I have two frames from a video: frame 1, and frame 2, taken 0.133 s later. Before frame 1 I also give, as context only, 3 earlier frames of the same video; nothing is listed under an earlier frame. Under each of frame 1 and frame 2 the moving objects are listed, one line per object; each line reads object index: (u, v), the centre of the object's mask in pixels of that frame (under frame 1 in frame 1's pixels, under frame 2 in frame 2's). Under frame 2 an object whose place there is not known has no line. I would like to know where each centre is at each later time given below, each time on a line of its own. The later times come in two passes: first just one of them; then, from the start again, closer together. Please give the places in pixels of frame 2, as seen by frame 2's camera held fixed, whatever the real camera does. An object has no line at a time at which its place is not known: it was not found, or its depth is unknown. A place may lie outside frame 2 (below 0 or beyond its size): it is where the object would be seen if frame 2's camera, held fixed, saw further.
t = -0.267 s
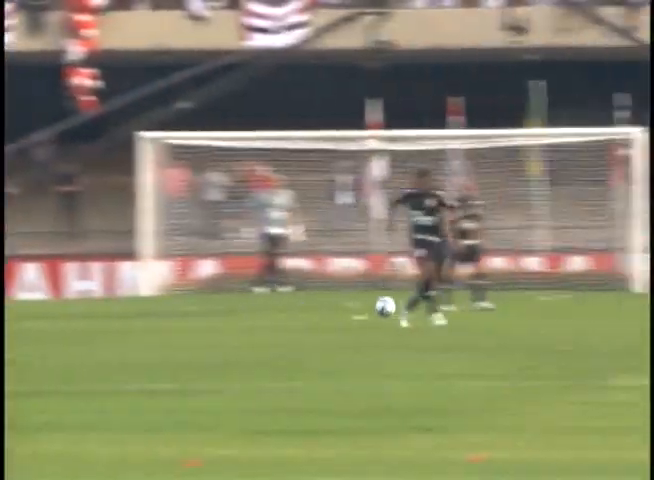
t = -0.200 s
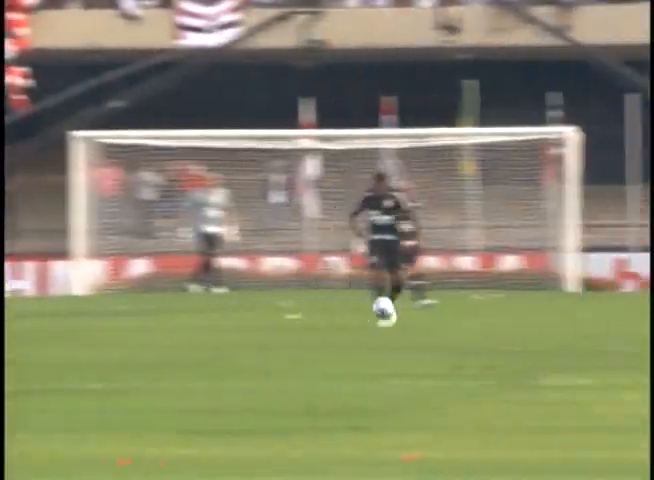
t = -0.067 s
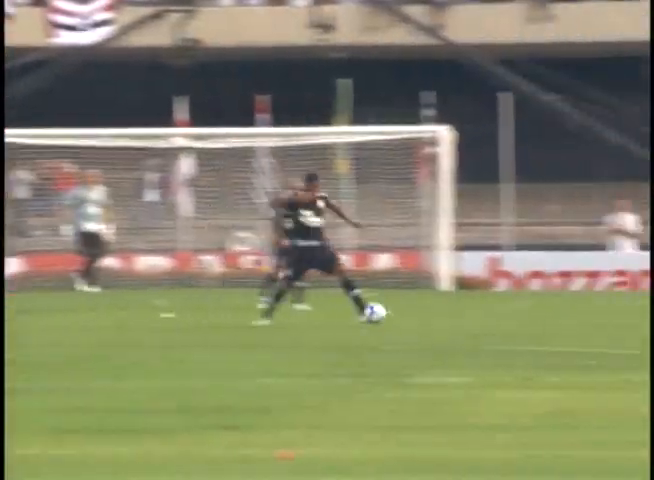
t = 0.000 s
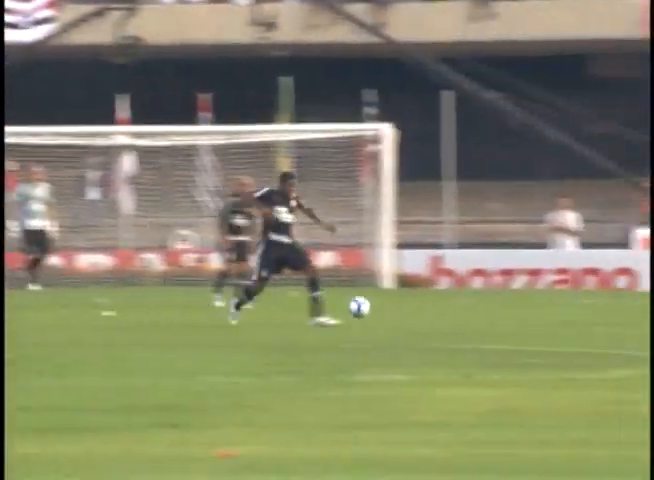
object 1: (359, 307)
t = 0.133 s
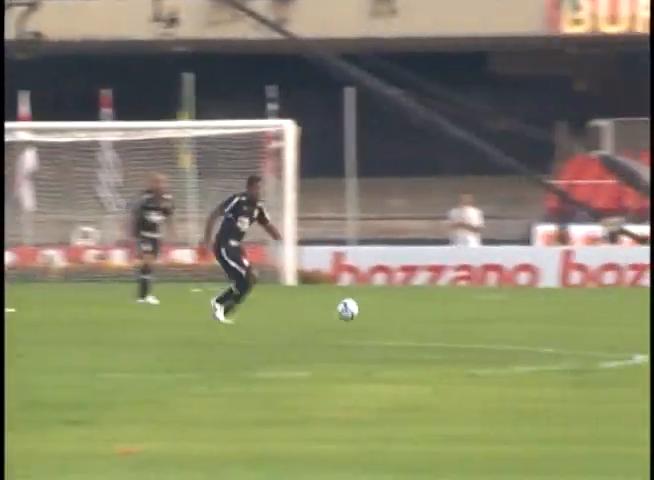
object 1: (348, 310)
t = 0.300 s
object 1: (446, 310)
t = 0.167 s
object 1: (369, 314)
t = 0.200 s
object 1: (391, 317)
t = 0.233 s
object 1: (409, 315)
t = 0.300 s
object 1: (446, 310)
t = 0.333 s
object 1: (466, 310)
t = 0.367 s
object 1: (484, 310)
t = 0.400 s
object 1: (502, 312)
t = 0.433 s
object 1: (520, 315)
